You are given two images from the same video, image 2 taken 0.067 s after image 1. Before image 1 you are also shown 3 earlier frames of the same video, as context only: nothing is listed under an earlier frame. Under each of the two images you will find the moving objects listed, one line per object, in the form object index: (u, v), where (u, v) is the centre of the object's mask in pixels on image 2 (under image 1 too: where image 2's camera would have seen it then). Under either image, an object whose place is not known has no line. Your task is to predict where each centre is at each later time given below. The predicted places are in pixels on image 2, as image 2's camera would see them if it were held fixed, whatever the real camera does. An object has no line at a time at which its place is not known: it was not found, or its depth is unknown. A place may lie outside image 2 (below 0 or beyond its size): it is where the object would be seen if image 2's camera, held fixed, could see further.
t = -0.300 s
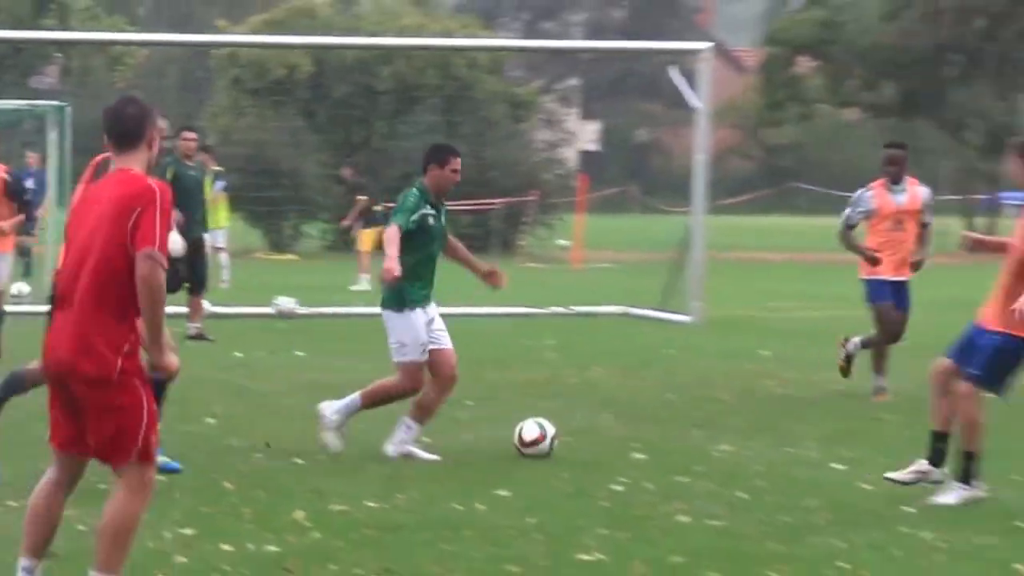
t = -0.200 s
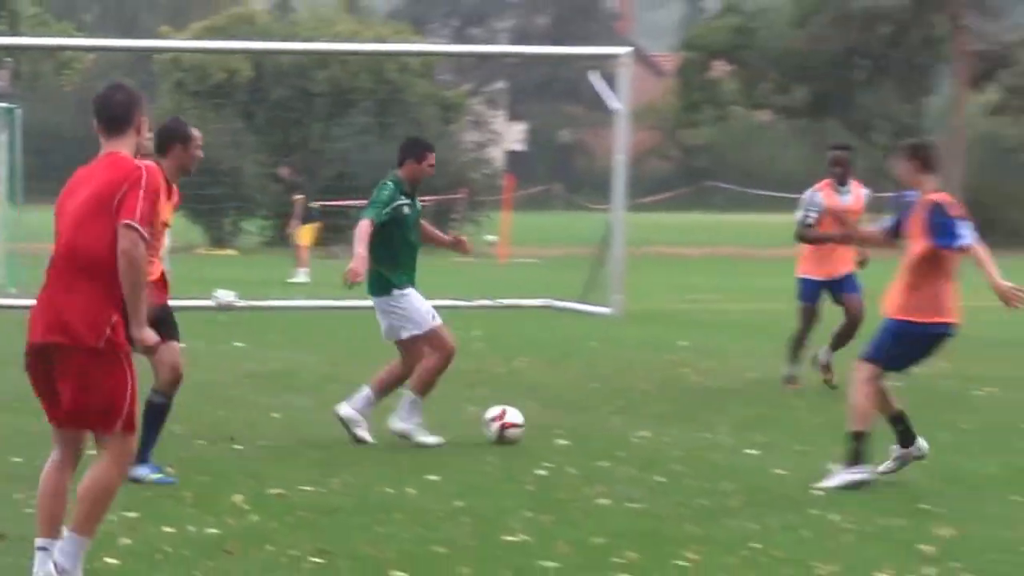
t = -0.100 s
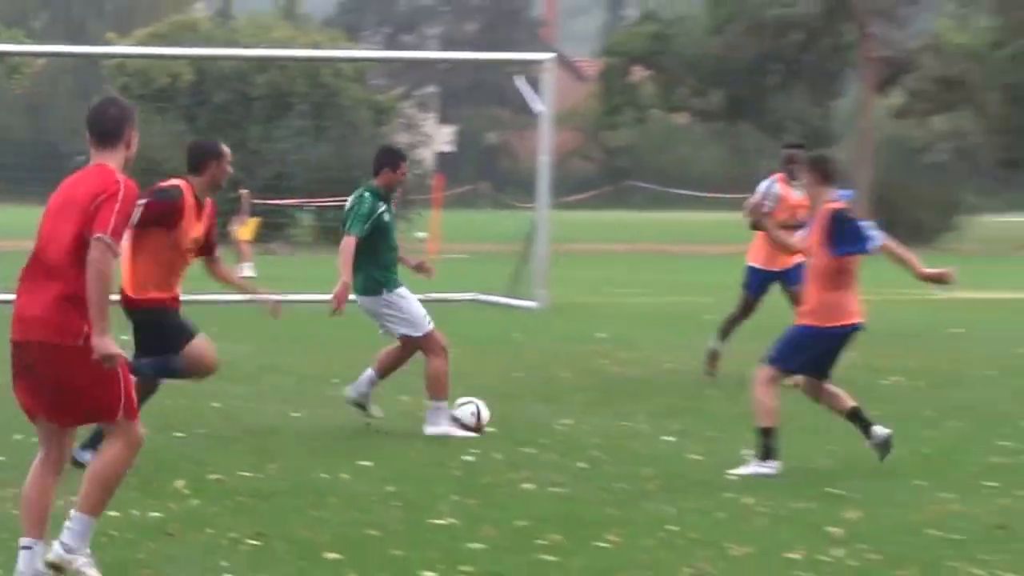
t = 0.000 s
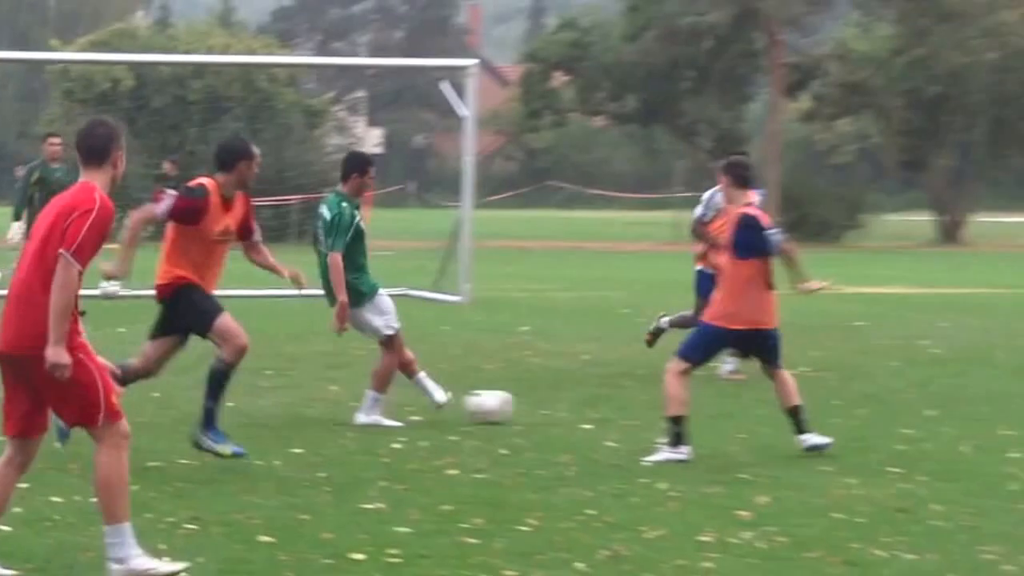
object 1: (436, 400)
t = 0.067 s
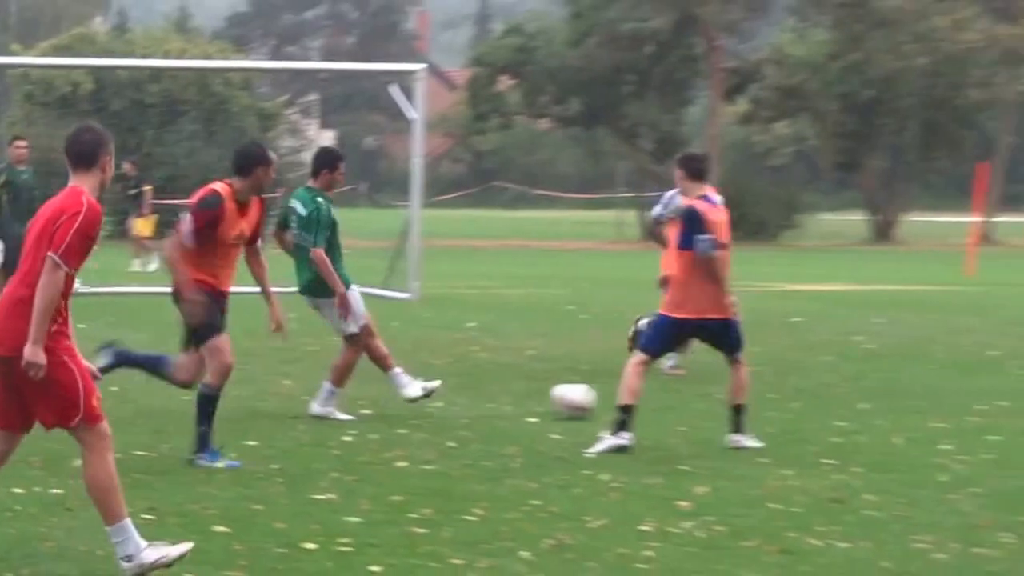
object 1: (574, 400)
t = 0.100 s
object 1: (652, 404)
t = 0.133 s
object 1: (706, 403)
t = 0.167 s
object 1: (774, 406)
